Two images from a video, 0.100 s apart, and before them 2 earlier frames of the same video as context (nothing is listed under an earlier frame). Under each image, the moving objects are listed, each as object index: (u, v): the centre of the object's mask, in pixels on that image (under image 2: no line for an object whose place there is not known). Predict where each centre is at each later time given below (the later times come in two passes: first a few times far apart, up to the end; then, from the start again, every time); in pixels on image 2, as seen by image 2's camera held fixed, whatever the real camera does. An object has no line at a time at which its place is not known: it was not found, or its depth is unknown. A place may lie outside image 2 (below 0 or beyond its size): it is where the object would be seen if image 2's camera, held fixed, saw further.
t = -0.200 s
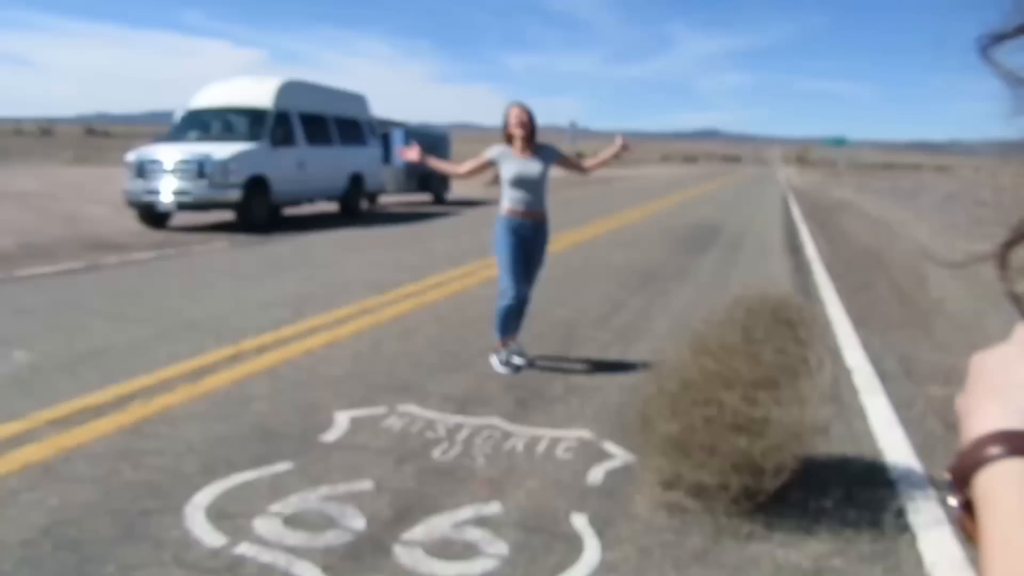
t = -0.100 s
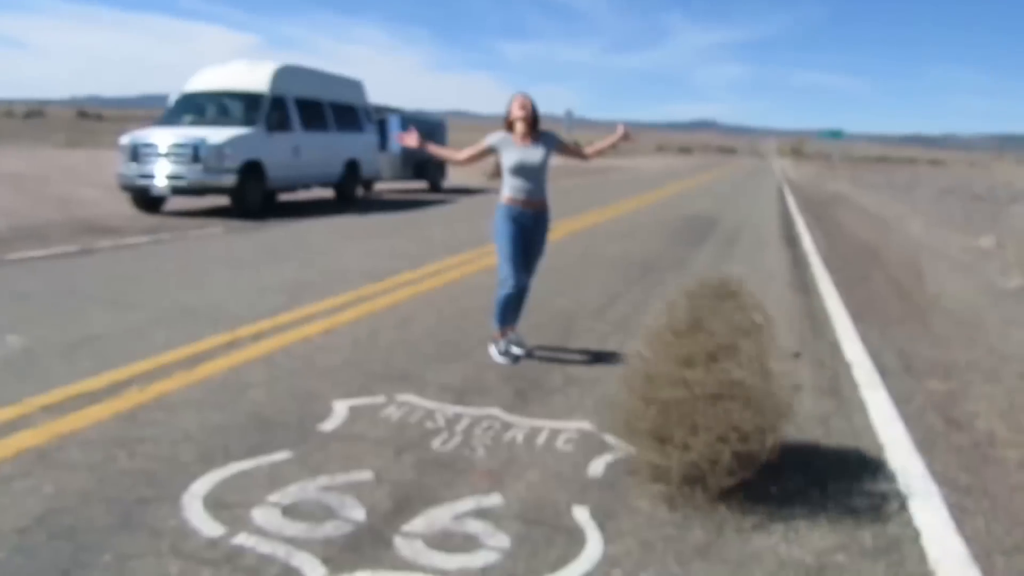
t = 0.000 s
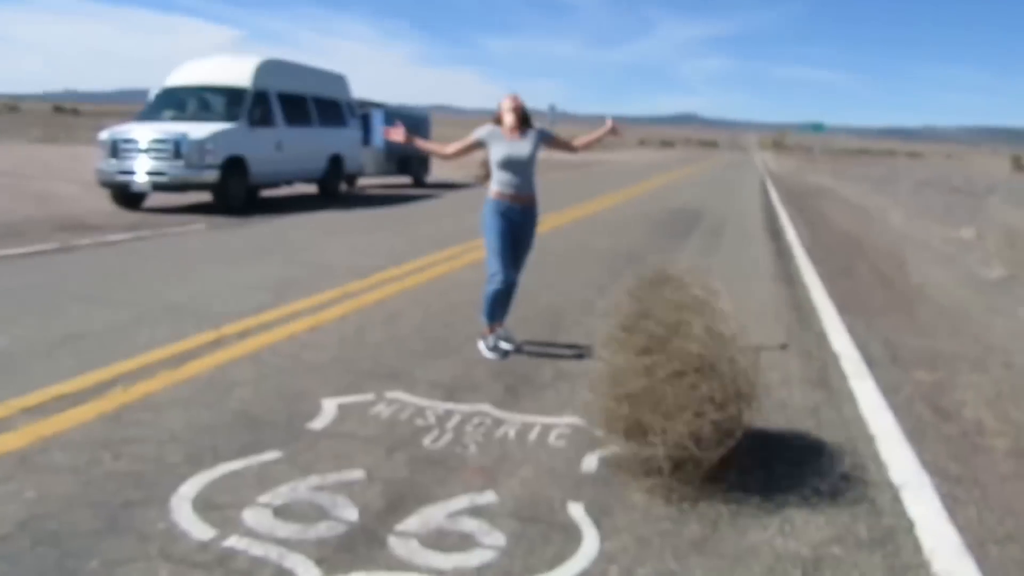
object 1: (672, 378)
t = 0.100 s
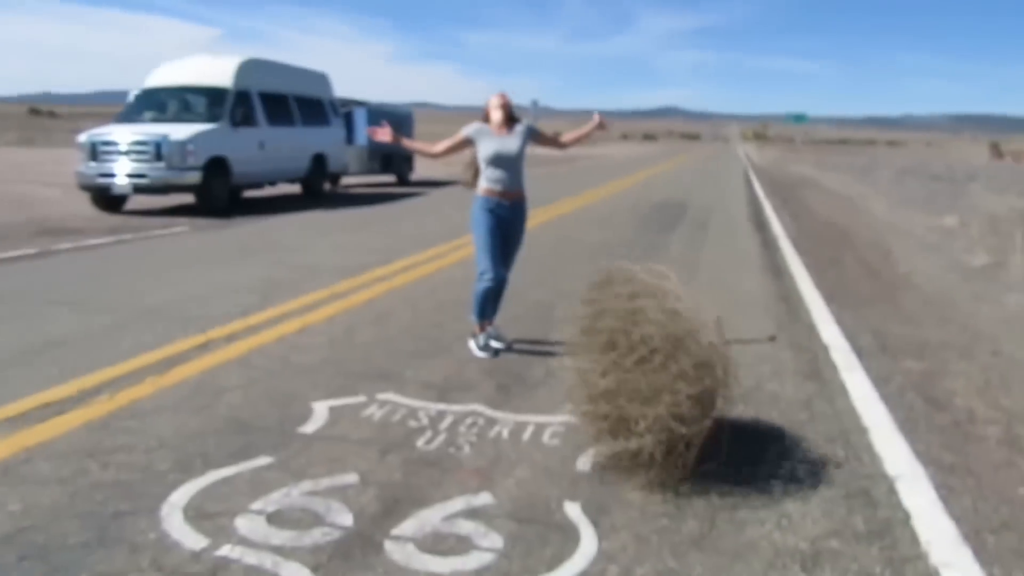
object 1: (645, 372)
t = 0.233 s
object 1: (620, 369)
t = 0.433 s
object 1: (584, 365)
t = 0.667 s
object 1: (552, 366)
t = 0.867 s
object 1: (519, 363)
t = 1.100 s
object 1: (487, 361)
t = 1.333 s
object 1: (466, 364)
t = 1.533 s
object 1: (456, 370)
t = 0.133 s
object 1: (639, 372)
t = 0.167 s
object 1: (631, 370)
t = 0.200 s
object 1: (626, 369)
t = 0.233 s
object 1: (620, 369)
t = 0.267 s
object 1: (615, 367)
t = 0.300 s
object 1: (608, 365)
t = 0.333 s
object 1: (602, 365)
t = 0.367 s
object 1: (596, 365)
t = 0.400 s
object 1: (590, 364)
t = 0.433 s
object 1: (584, 365)
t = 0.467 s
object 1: (579, 368)
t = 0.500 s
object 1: (575, 368)
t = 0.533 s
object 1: (572, 367)
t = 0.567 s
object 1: (568, 368)
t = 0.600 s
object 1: (562, 368)
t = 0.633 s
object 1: (556, 367)
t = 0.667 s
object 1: (552, 366)
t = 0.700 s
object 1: (547, 363)
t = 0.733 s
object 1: (542, 363)
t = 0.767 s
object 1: (535, 364)
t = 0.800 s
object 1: (530, 363)
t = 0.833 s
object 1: (525, 363)
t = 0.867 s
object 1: (519, 363)
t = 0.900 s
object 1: (515, 363)
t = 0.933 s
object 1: (511, 362)
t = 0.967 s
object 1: (506, 359)
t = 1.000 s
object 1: (499, 359)
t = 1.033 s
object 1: (496, 363)
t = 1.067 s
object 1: (491, 361)
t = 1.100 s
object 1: (487, 361)
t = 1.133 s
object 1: (482, 361)
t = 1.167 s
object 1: (478, 361)
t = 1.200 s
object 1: (474, 362)
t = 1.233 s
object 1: (475, 362)
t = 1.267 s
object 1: (472, 362)
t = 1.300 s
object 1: (468, 363)
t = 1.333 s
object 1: (466, 364)
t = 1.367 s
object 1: (462, 365)
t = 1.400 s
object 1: (460, 366)
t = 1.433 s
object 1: (459, 367)
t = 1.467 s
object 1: (457, 368)
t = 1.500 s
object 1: (457, 369)
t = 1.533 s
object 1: (456, 370)
